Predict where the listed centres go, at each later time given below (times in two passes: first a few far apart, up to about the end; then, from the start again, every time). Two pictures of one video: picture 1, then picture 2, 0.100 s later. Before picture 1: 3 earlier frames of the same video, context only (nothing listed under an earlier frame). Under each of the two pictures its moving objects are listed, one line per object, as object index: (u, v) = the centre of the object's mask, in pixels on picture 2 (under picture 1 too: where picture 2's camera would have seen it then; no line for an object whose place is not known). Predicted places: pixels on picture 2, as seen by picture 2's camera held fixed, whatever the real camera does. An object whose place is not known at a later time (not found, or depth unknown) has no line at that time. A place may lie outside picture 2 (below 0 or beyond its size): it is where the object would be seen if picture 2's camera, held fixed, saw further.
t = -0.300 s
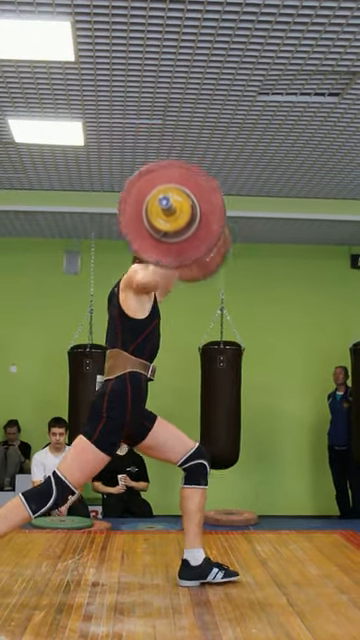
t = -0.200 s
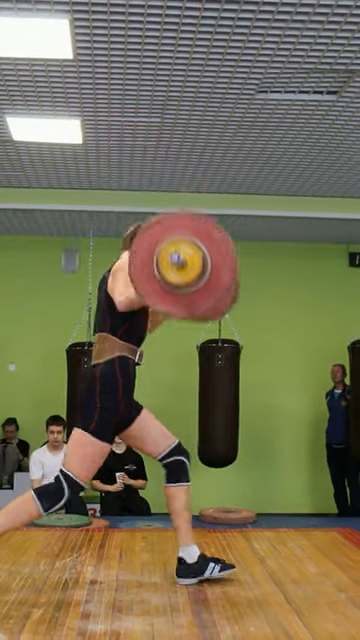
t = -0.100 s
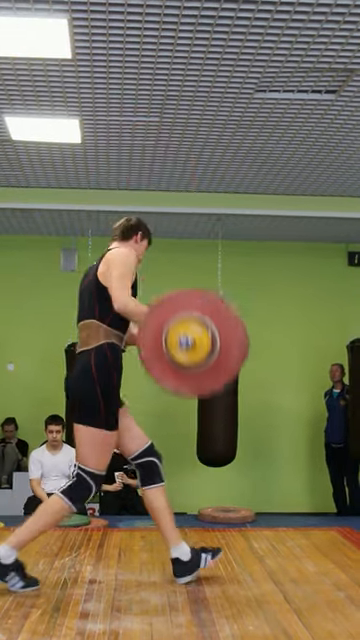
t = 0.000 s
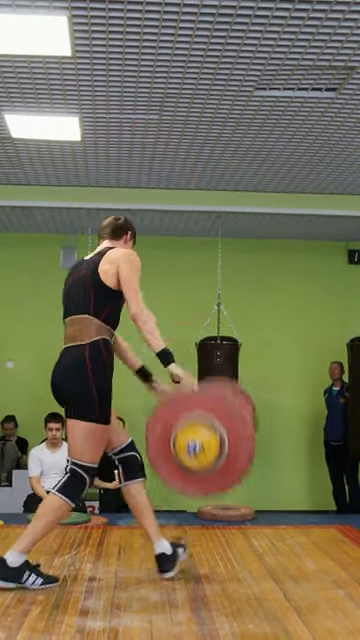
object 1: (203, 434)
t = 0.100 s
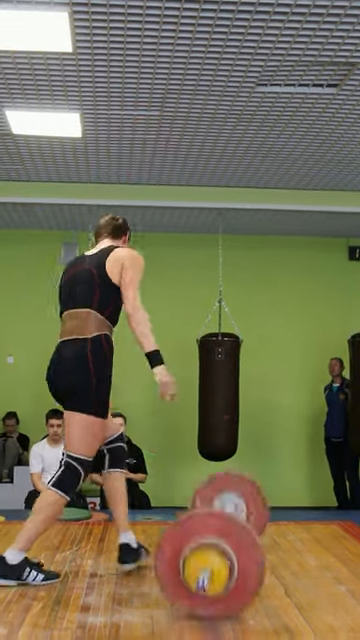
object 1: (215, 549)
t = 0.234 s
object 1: (226, 507)
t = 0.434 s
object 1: (244, 504)
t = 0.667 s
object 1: (263, 533)
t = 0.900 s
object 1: (281, 541)
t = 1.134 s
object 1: (299, 542)
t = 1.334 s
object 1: (311, 543)
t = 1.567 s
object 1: (319, 544)
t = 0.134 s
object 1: (218, 541)
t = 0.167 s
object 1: (220, 527)
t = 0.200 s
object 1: (223, 515)
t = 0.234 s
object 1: (226, 507)
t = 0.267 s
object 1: (229, 500)
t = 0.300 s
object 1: (232, 496)
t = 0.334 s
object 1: (234, 495)
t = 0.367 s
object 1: (237, 495)
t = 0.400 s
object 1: (240, 498)
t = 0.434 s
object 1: (244, 504)
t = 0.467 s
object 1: (246, 512)
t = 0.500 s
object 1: (249, 522)
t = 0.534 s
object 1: (253, 534)
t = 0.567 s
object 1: (256, 541)
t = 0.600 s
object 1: (258, 537)
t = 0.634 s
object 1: (261, 534)
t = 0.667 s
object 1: (263, 533)
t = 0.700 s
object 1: (266, 535)
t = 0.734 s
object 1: (269, 537)
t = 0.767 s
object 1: (272, 540)
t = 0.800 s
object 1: (274, 541)
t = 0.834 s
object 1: (276, 541)
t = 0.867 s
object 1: (279, 541)
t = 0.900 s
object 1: (281, 541)
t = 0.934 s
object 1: (284, 541)
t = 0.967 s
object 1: (286, 541)
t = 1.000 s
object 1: (289, 542)
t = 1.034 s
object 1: (292, 542)
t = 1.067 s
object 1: (294, 542)
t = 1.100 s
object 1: (297, 542)
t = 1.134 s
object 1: (299, 542)
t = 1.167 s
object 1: (302, 542)
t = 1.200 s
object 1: (304, 542)
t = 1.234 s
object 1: (306, 542)
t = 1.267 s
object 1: (307, 542)
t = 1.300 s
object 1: (309, 543)
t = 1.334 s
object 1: (311, 543)
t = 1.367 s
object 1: (312, 543)
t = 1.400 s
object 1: (313, 543)
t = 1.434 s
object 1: (314, 543)
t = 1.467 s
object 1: (316, 544)
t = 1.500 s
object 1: (316, 544)
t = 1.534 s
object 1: (317, 544)
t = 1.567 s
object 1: (319, 544)
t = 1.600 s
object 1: (319, 544)
